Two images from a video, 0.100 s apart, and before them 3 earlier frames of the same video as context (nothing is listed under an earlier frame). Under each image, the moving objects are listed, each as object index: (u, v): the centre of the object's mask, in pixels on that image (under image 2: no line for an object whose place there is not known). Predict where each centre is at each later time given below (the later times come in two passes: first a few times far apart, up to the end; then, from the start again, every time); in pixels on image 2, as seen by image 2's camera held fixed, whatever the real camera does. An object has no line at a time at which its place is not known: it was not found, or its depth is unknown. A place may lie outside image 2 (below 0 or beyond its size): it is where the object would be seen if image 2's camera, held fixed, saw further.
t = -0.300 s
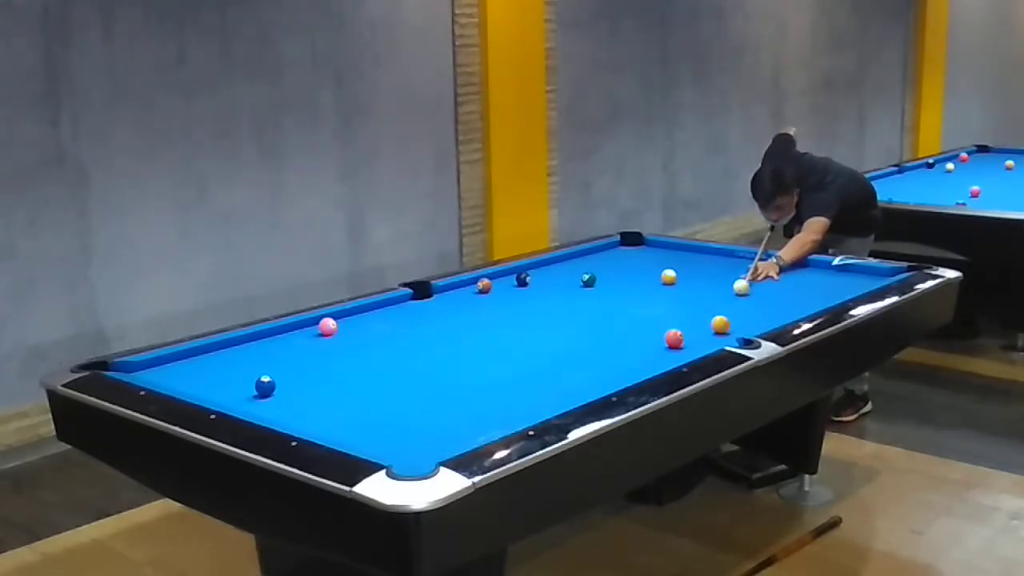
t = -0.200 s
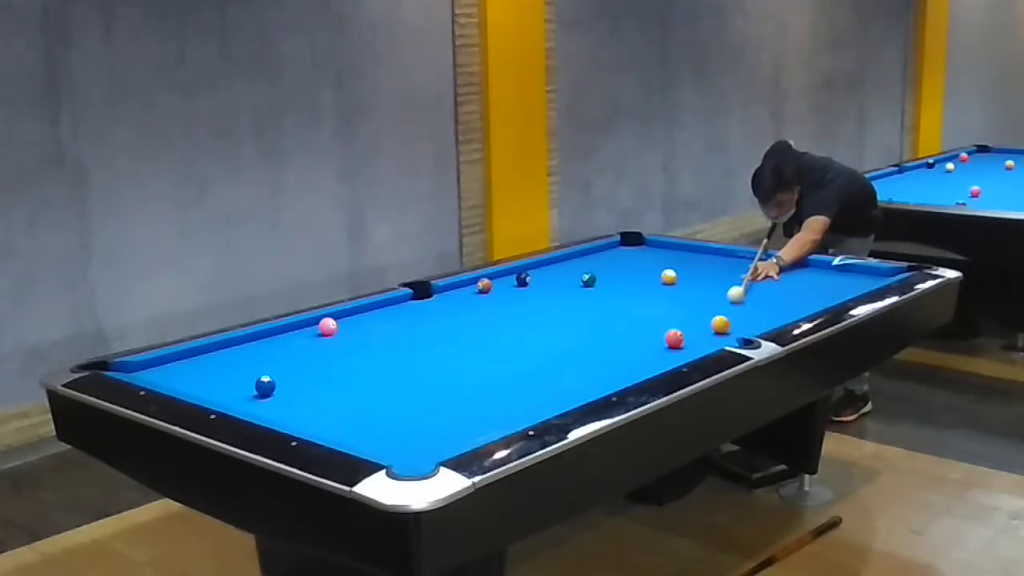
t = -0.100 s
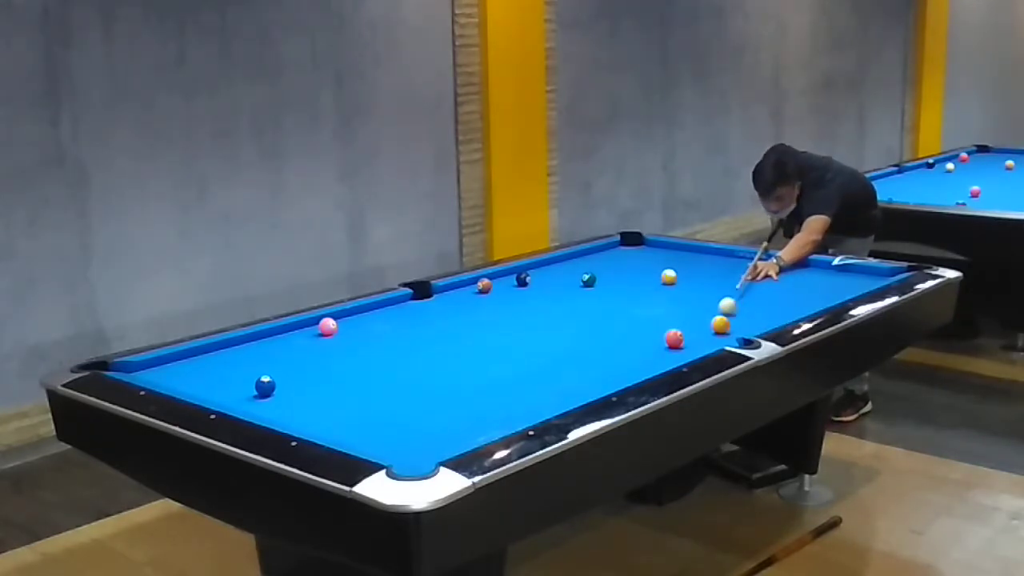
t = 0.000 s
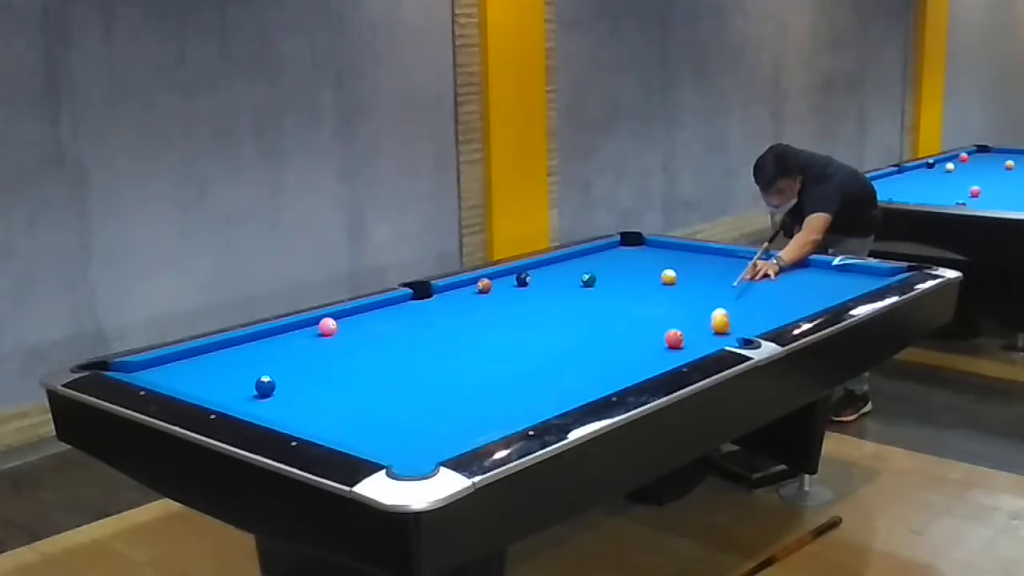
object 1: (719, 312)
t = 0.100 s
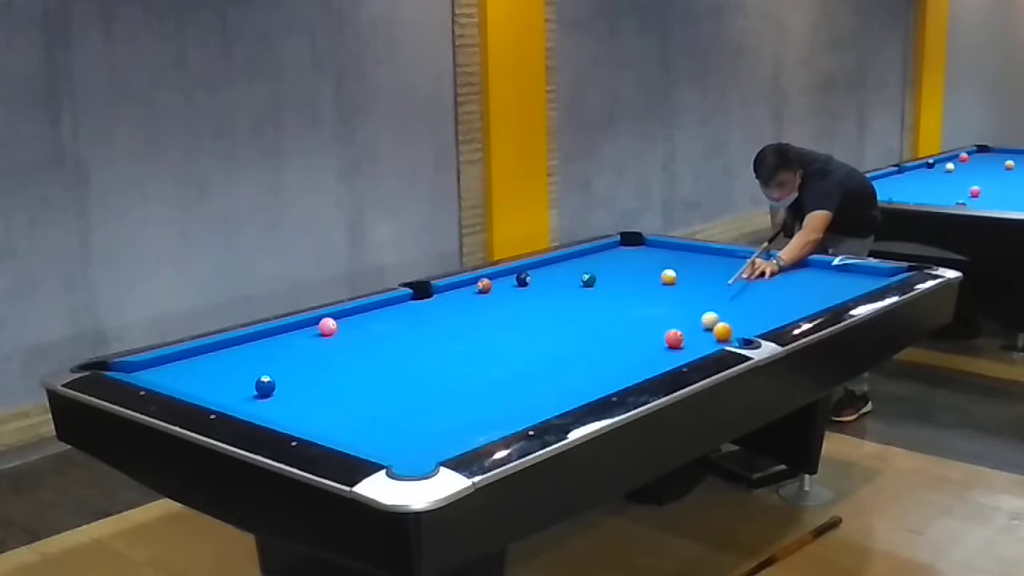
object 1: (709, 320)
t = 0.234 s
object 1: (698, 324)
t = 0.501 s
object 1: (672, 326)
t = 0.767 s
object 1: (648, 338)
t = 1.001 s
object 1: (627, 344)
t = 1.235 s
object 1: (606, 350)
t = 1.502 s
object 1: (582, 356)
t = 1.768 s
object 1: (560, 363)
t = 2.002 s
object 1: (541, 368)
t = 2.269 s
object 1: (520, 374)
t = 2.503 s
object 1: (502, 379)
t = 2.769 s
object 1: (483, 385)
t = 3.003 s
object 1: (467, 389)
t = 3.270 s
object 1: (450, 394)
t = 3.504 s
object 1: (435, 398)
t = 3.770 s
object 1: (421, 402)
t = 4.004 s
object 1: (409, 406)
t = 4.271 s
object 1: (397, 409)
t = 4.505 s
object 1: (387, 413)
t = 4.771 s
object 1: (378, 416)
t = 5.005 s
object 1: (372, 418)
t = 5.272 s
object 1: (366, 420)
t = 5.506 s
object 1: (362, 422)
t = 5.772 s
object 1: (358, 423)
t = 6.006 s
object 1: (356, 424)
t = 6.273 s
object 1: (356, 424)
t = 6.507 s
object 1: (356, 424)
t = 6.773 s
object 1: (356, 424)
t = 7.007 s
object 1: (356, 424)
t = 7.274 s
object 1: (356, 424)
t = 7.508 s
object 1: (356, 424)
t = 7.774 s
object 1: (355, 424)
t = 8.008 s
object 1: (355, 424)
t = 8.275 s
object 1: (356, 424)
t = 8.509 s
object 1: (356, 424)
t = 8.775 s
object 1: (356, 424)
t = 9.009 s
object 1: (356, 424)
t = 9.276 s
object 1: (356, 424)
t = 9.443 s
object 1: (356, 424)
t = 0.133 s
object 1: (707, 321)
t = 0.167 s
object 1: (704, 322)
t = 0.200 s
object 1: (701, 323)
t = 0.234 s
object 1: (698, 324)
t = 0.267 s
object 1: (695, 325)
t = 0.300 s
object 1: (692, 326)
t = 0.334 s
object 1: (689, 327)
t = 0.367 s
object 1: (686, 327)
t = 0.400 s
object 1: (684, 327)
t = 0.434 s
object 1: (681, 327)
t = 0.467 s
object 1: (677, 327)
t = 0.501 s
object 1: (672, 326)
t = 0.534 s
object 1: (667, 329)
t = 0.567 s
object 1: (664, 331)
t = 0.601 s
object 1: (661, 332)
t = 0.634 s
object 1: (659, 334)
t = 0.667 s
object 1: (656, 335)
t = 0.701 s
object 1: (654, 336)
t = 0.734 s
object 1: (651, 337)
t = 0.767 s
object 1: (648, 338)
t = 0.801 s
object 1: (645, 339)
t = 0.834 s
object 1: (642, 340)
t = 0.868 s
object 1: (639, 340)
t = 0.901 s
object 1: (636, 341)
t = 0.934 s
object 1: (633, 342)
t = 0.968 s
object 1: (630, 343)
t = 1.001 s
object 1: (627, 344)
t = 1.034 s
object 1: (624, 345)
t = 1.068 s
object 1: (621, 345)
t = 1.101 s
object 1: (618, 346)
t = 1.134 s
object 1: (615, 347)
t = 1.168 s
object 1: (612, 348)
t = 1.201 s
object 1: (609, 349)
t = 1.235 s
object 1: (606, 350)
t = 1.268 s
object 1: (603, 351)
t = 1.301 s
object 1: (600, 351)
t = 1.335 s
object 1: (597, 352)
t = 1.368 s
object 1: (594, 353)
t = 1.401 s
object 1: (591, 354)
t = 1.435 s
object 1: (588, 355)
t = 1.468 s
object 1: (585, 356)
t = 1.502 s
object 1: (582, 356)
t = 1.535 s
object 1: (580, 357)
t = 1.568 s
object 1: (577, 358)
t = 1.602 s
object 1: (574, 359)
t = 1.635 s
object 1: (571, 360)
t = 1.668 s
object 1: (568, 360)
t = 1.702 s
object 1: (565, 361)
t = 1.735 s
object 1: (563, 362)
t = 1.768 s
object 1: (560, 363)
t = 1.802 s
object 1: (557, 364)
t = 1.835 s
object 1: (554, 364)
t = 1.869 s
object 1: (552, 365)
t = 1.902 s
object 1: (549, 366)
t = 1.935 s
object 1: (546, 367)
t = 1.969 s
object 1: (543, 367)
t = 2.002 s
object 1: (541, 368)
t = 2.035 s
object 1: (538, 369)
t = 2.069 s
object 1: (535, 370)
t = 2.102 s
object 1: (533, 370)
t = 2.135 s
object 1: (530, 371)
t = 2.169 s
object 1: (527, 372)
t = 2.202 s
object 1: (525, 373)
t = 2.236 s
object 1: (522, 373)
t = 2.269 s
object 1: (520, 374)
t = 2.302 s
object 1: (517, 375)
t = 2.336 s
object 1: (515, 375)
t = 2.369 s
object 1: (512, 376)
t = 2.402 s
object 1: (510, 377)
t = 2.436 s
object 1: (507, 378)
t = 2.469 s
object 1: (505, 378)
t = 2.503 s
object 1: (502, 379)
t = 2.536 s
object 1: (500, 380)
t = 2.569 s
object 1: (497, 381)
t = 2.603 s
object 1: (495, 381)
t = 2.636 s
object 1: (492, 382)
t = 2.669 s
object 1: (490, 383)
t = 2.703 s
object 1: (488, 383)
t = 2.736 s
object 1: (485, 384)
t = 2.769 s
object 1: (483, 385)
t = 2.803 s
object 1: (481, 385)
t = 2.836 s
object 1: (478, 386)
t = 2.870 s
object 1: (476, 387)
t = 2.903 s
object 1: (474, 387)
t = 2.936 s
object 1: (472, 388)
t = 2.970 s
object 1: (470, 388)
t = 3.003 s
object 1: (467, 389)
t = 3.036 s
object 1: (465, 390)
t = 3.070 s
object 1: (463, 390)
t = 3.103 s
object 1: (460, 391)
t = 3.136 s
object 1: (458, 392)
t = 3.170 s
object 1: (456, 392)
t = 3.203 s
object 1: (454, 393)
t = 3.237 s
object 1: (452, 393)
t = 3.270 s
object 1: (450, 394)
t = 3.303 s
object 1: (448, 395)
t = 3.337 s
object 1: (446, 395)
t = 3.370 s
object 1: (443, 396)
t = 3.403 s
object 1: (442, 397)
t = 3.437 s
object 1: (440, 397)
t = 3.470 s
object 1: (437, 397)
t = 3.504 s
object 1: (435, 398)
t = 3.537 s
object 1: (434, 399)
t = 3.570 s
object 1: (432, 399)
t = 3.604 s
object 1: (430, 400)
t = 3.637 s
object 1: (428, 400)
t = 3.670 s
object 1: (426, 401)
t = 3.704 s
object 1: (425, 401)
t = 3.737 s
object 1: (423, 402)
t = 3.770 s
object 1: (421, 402)
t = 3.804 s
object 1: (419, 403)
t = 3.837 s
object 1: (417, 403)
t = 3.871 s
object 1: (416, 404)
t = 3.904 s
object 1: (414, 404)
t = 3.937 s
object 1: (412, 405)
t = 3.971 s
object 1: (410, 405)
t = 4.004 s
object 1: (409, 406)
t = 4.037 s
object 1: (407, 406)
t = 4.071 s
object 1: (406, 407)
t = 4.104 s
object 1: (404, 407)
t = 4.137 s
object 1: (403, 408)
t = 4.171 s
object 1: (401, 408)
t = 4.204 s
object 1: (399, 409)
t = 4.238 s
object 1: (398, 409)
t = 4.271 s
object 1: (397, 409)
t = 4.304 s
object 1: (395, 410)
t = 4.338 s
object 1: (394, 410)
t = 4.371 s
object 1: (392, 411)
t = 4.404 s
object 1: (391, 411)
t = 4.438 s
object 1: (390, 412)
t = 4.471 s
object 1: (389, 412)
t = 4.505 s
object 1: (387, 413)
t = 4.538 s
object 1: (386, 413)
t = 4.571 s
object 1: (385, 413)
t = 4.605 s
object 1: (384, 413)
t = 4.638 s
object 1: (383, 414)
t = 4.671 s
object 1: (382, 414)
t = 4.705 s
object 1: (380, 415)
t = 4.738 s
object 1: (379, 415)
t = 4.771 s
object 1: (378, 416)
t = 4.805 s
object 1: (377, 416)
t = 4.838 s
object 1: (376, 416)
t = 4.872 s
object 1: (375, 416)
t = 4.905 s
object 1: (374, 417)
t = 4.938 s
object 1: (373, 417)
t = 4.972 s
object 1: (372, 417)
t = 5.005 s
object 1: (372, 418)
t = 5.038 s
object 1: (371, 418)
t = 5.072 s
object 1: (370, 419)
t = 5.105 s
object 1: (369, 419)
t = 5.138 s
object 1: (368, 419)
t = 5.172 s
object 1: (368, 420)
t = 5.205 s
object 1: (367, 420)
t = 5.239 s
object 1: (366, 420)
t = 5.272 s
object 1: (366, 420)
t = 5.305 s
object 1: (365, 420)
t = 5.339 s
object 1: (364, 421)
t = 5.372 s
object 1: (363, 421)
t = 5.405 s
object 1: (363, 421)
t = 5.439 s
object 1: (362, 421)
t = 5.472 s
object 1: (362, 422)
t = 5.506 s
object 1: (362, 422)
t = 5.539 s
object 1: (361, 422)
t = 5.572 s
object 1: (360, 422)
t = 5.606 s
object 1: (360, 422)
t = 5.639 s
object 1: (360, 422)
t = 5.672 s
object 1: (359, 423)
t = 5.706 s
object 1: (359, 423)
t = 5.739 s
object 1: (359, 423)
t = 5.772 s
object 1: (358, 423)
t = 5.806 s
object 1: (358, 423)
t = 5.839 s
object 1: (357, 423)
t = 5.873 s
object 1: (357, 423)
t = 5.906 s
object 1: (357, 424)
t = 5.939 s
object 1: (357, 424)
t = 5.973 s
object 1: (356, 424)
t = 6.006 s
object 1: (356, 424)
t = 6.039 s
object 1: (356, 424)
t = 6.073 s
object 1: (356, 424)
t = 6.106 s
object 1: (356, 424)
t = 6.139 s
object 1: (356, 425)
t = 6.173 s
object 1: (356, 424)
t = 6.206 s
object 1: (356, 424)
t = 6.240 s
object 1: (356, 424)
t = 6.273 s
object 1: (356, 424)
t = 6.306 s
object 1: (356, 424)
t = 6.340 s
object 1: (356, 424)
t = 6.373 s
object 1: (356, 424)
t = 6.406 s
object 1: (356, 424)
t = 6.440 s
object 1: (356, 424)
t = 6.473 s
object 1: (356, 424)
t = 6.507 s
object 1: (356, 424)
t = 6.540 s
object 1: (356, 424)
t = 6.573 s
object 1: (356, 424)
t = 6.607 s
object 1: (355, 424)
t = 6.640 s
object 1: (356, 424)
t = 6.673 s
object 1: (356, 424)
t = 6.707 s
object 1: (356, 424)
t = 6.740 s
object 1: (356, 424)
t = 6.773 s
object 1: (356, 424)
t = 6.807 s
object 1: (356, 424)
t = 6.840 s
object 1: (356, 424)
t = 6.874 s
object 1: (356, 424)
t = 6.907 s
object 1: (356, 424)
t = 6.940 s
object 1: (356, 424)
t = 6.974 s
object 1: (356, 424)
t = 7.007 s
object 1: (356, 424)
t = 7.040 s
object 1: (356, 424)
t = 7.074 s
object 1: (356, 424)
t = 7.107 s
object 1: (356, 424)
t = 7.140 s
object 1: (356, 424)
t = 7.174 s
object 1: (355, 424)
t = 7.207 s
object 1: (355, 424)
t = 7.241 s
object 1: (356, 424)
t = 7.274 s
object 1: (356, 424)
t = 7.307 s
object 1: (356, 424)
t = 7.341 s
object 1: (356, 424)
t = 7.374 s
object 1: (356, 424)
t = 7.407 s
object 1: (356, 424)
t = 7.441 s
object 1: (355, 424)
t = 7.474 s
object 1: (355, 424)
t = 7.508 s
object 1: (356, 424)
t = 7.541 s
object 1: (356, 424)
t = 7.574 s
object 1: (356, 424)
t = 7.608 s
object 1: (356, 424)
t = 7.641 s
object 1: (356, 424)
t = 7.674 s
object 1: (356, 424)
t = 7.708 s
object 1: (355, 424)
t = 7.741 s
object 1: (356, 424)
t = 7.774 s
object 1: (355, 424)
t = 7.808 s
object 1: (356, 424)
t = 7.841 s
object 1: (356, 424)
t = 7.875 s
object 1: (356, 424)
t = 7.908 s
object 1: (355, 424)
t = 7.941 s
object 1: (355, 424)
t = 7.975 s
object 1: (355, 424)
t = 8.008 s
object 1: (355, 424)
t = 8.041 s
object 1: (356, 424)
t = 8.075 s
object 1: (356, 424)
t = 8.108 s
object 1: (356, 424)
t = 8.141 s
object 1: (356, 424)
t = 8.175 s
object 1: (356, 424)
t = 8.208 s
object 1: (356, 424)
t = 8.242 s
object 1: (356, 424)
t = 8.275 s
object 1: (356, 424)
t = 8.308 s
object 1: (356, 424)
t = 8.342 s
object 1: (356, 424)
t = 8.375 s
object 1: (356, 424)
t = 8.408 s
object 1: (356, 424)
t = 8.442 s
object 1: (356, 424)
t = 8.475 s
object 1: (356, 424)
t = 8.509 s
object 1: (356, 424)
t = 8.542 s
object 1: (356, 424)
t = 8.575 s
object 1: (356, 424)
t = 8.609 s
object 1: (356, 424)
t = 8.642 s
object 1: (356, 424)
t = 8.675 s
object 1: (356, 424)
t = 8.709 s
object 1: (356, 424)
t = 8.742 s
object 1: (356, 424)
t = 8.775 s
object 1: (356, 424)
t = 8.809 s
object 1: (356, 424)
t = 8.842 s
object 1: (356, 424)
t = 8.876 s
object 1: (356, 424)
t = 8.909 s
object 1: (356, 424)
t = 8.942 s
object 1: (356, 424)
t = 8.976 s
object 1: (356, 424)
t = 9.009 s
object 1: (356, 424)
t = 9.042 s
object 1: (356, 424)
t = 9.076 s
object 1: (356, 424)
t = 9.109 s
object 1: (356, 424)
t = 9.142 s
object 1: (356, 424)
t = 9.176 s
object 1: (356, 424)
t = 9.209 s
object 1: (356, 424)
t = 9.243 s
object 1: (356, 424)
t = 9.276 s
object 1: (356, 424)
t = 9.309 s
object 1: (356, 424)
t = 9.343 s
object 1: (356, 424)
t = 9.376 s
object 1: (356, 424)
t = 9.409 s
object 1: (356, 424)
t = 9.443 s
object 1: (356, 424)
